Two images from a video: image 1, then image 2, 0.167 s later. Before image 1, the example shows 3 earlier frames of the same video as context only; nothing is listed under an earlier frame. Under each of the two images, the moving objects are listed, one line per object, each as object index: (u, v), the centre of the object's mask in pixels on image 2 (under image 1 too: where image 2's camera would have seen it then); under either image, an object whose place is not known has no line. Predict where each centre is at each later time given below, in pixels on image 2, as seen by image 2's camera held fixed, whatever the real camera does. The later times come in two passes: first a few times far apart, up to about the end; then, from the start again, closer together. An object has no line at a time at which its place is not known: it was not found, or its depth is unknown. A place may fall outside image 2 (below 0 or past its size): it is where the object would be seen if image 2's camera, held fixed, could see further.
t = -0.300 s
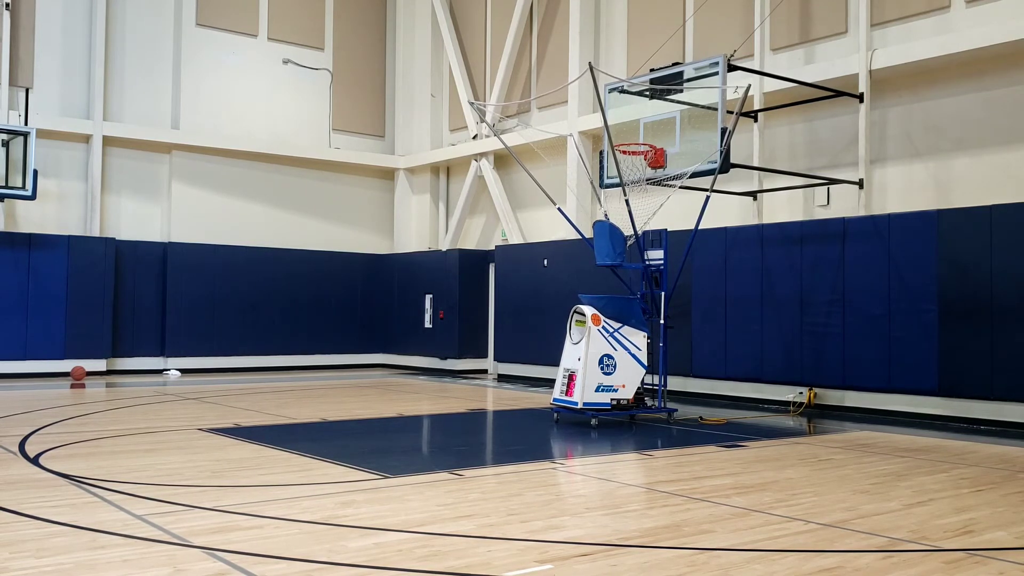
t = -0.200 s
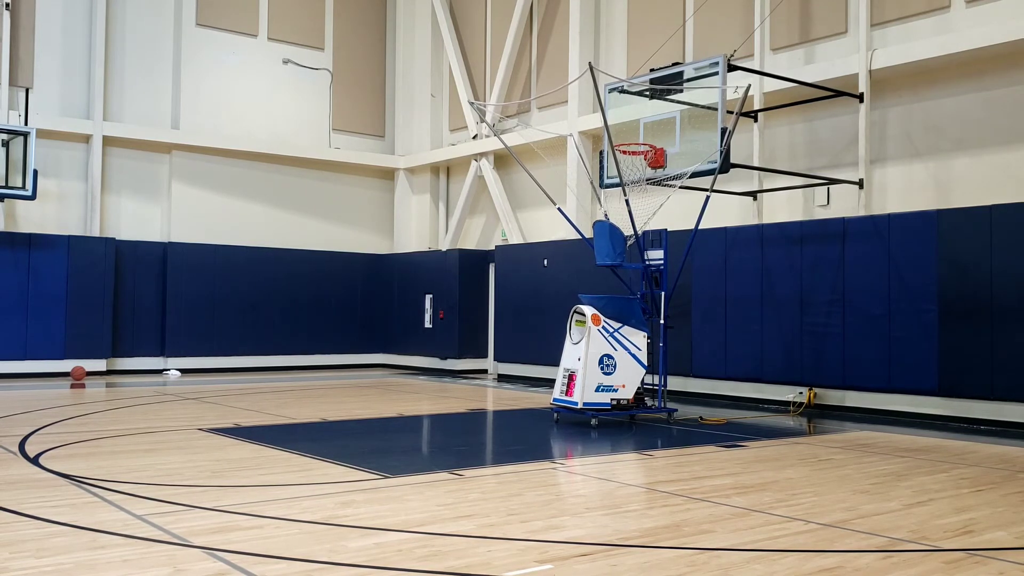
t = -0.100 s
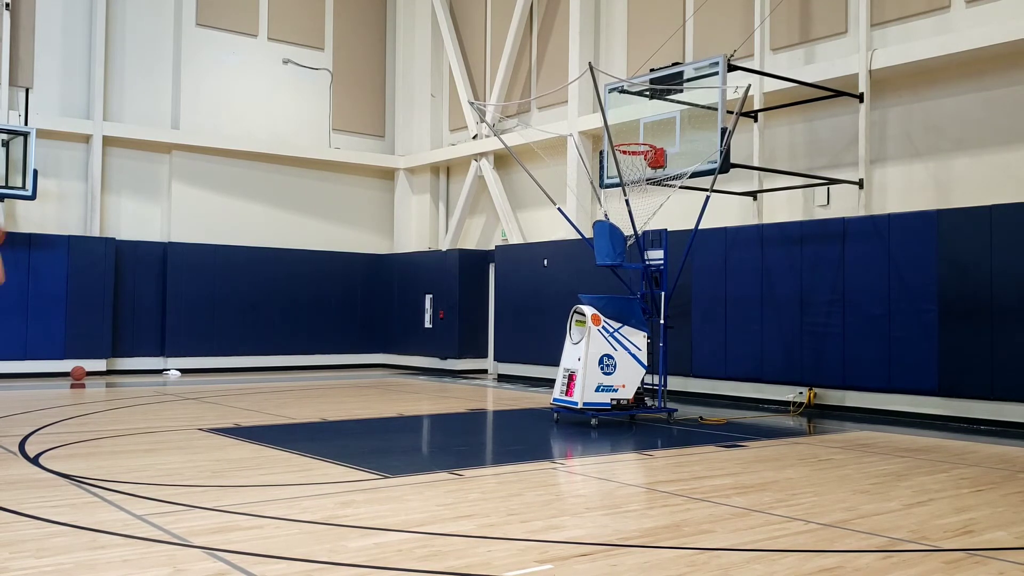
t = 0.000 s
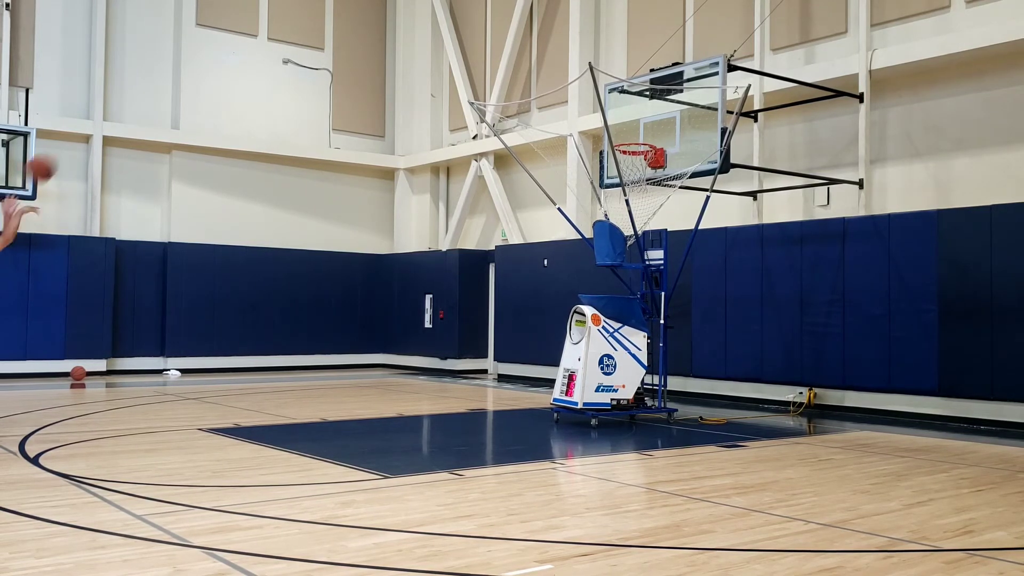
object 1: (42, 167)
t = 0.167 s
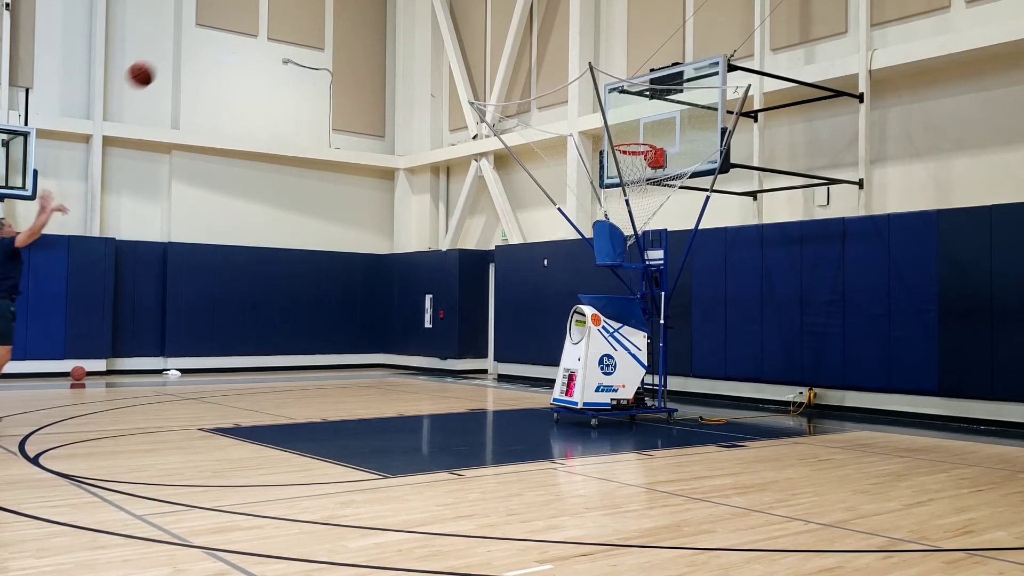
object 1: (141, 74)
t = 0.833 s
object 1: (464, 6)
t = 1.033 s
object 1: (544, 57)
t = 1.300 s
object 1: (626, 123)
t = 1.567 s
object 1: (619, 76)
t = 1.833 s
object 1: (592, 88)
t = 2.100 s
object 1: (562, 162)
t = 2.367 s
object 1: (598, 209)
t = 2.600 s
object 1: (646, 233)
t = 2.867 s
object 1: (620, 228)
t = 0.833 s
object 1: (464, 6)
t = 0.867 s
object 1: (478, 9)
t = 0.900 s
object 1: (491, 17)
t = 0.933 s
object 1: (505, 25)
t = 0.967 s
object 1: (519, 35)
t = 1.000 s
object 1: (531, 46)
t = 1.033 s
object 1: (544, 57)
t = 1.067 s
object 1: (557, 70)
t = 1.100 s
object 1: (570, 82)
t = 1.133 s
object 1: (582, 96)
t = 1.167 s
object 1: (593, 111)
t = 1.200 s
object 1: (607, 126)
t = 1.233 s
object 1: (620, 139)
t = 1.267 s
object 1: (622, 132)
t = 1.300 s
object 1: (626, 123)
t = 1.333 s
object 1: (629, 114)
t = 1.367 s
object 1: (633, 106)
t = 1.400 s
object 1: (635, 99)
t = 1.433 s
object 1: (632, 93)
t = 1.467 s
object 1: (628, 88)
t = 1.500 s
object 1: (625, 83)
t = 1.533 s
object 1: (622, 79)
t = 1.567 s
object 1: (619, 76)
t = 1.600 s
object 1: (616, 74)
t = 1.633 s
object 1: (613, 73)
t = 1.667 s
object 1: (609, 73)
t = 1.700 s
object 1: (606, 74)
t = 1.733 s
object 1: (603, 76)
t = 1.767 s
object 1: (599, 79)
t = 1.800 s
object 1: (595, 83)
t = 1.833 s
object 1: (592, 88)
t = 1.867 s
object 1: (587, 94)
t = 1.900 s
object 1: (585, 100)
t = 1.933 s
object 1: (581, 108)
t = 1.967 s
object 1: (577, 117)
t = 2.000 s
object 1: (574, 127)
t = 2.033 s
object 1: (570, 138)
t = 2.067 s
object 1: (566, 149)
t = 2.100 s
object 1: (562, 162)
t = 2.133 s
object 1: (559, 175)
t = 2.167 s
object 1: (557, 185)
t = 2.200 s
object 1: (559, 194)
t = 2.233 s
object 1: (564, 199)
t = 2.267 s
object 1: (572, 202)
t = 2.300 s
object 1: (580, 204)
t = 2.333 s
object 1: (589, 206)
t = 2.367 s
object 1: (598, 209)
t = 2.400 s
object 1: (608, 212)
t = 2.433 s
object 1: (618, 216)
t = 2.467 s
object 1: (623, 223)
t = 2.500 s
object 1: (637, 228)
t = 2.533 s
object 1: (645, 232)
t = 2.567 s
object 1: (647, 234)
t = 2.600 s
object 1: (646, 233)
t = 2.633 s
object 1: (644, 231)
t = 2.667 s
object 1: (638, 231)
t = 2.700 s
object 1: (633, 229)
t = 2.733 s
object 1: (630, 228)
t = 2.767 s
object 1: (626, 228)
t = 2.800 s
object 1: (625, 227)
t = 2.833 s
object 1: (623, 227)
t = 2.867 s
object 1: (620, 228)
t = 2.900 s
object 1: (616, 228)
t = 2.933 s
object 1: (613, 228)
